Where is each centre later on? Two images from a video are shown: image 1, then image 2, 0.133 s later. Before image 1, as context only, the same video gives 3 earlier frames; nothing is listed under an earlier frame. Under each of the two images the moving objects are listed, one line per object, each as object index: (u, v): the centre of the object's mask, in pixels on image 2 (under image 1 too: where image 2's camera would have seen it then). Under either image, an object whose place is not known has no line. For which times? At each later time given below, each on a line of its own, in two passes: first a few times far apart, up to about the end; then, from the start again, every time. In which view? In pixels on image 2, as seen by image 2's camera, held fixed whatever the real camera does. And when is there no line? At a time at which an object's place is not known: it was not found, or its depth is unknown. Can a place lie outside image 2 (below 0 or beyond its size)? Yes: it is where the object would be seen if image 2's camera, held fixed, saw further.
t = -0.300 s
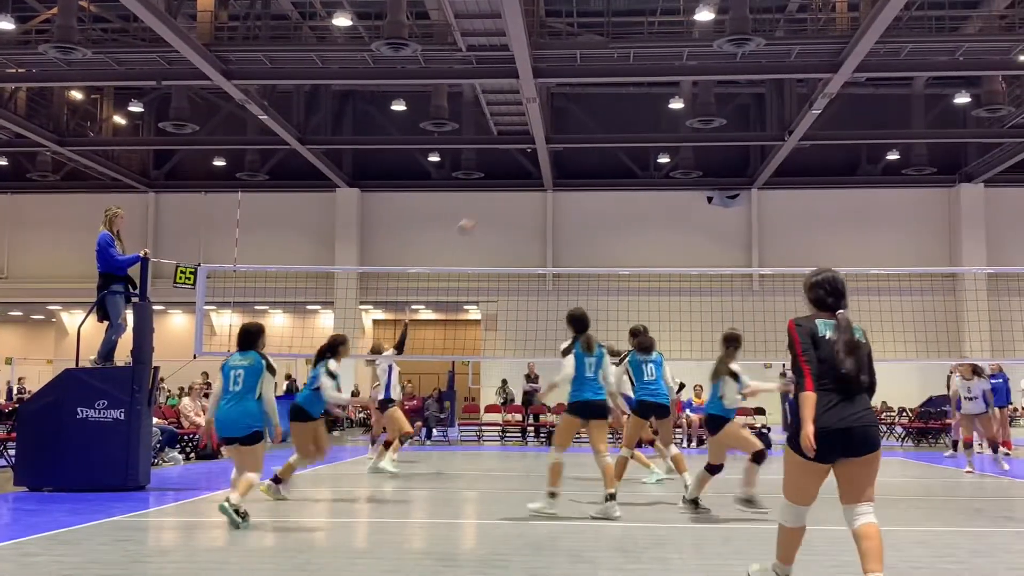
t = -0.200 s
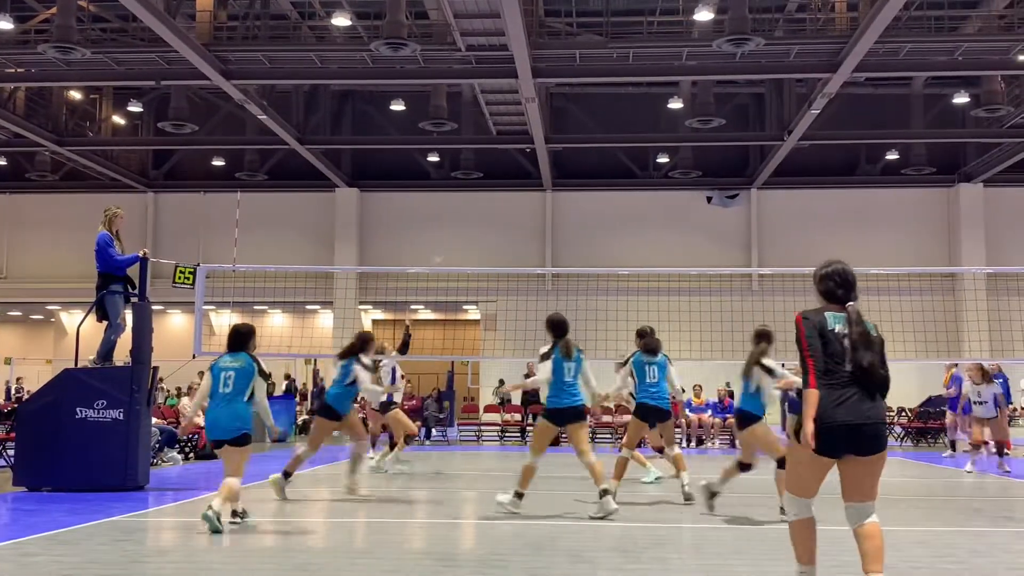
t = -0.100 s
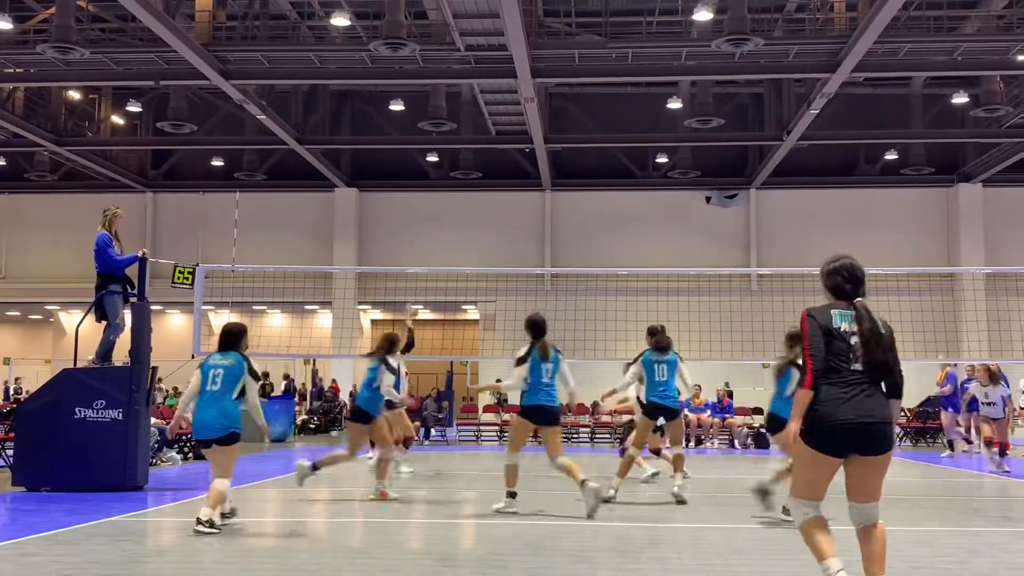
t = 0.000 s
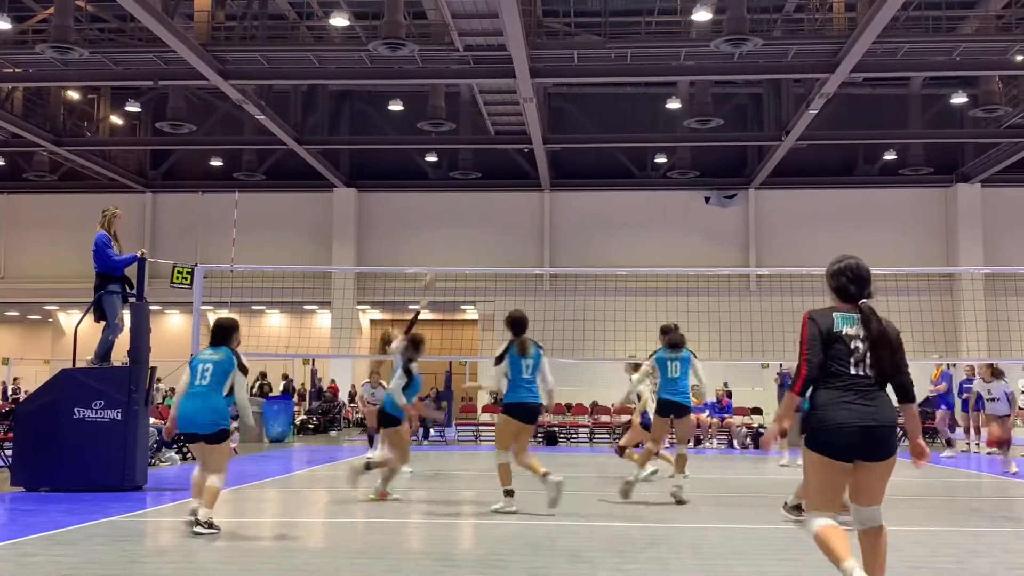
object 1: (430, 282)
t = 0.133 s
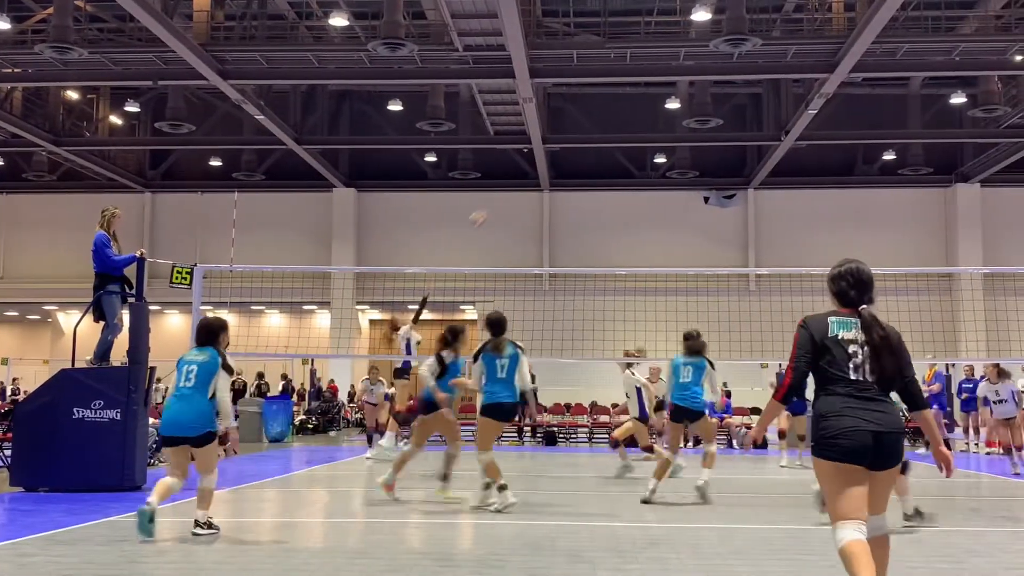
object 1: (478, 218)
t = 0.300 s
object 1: (542, 160)
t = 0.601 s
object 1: (653, 110)
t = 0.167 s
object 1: (490, 204)
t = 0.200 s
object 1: (504, 191)
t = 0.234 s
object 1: (517, 181)
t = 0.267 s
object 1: (529, 171)
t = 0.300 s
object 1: (542, 160)
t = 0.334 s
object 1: (555, 151)
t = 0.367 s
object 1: (566, 143)
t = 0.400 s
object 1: (580, 136)
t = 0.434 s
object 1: (592, 129)
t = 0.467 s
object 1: (604, 124)
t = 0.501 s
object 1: (617, 119)
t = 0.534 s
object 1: (629, 115)
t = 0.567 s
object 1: (642, 112)
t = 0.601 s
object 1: (653, 110)
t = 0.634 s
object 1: (667, 107)
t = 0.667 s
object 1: (677, 107)
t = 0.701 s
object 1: (690, 107)
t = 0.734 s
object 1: (703, 109)
